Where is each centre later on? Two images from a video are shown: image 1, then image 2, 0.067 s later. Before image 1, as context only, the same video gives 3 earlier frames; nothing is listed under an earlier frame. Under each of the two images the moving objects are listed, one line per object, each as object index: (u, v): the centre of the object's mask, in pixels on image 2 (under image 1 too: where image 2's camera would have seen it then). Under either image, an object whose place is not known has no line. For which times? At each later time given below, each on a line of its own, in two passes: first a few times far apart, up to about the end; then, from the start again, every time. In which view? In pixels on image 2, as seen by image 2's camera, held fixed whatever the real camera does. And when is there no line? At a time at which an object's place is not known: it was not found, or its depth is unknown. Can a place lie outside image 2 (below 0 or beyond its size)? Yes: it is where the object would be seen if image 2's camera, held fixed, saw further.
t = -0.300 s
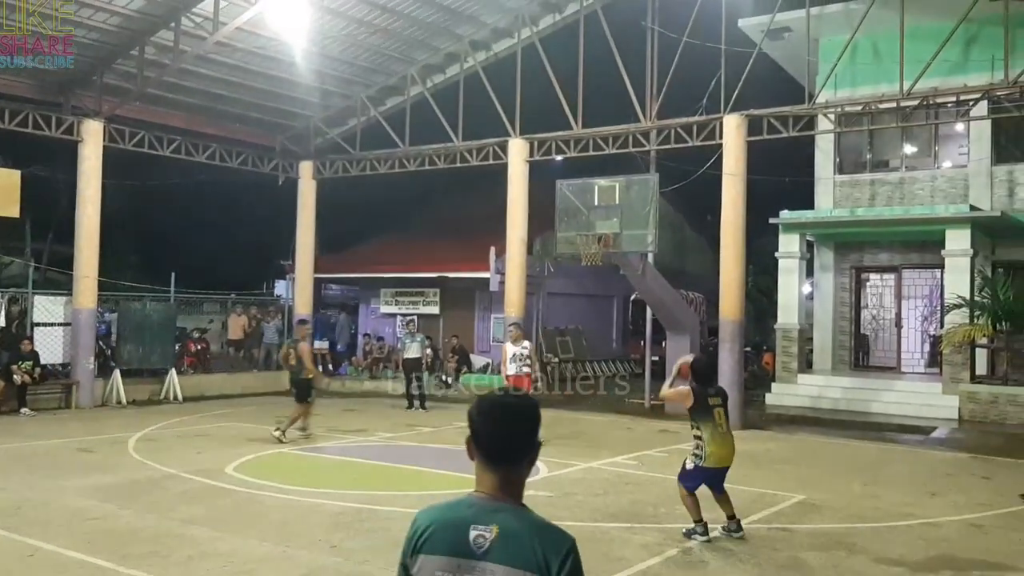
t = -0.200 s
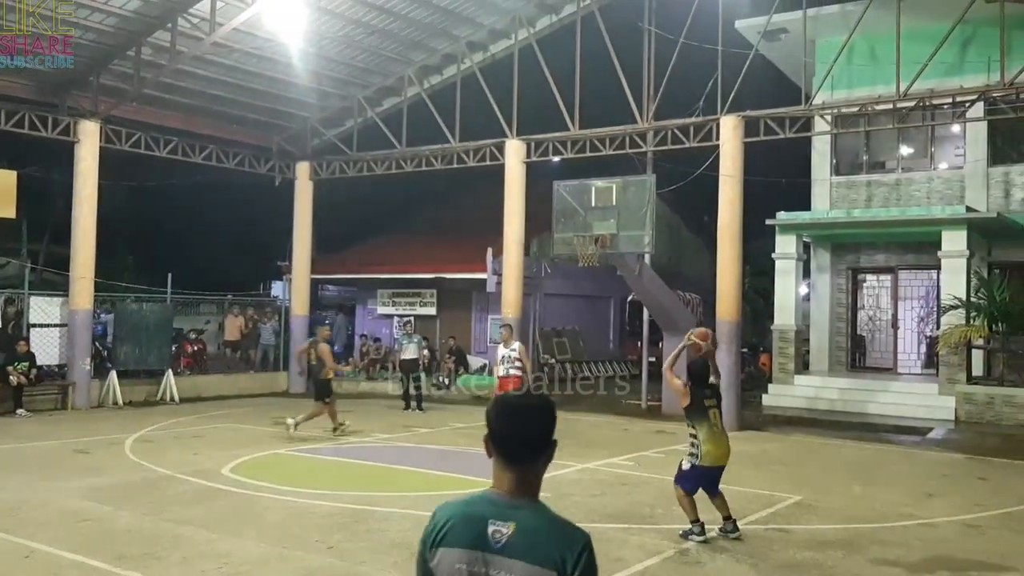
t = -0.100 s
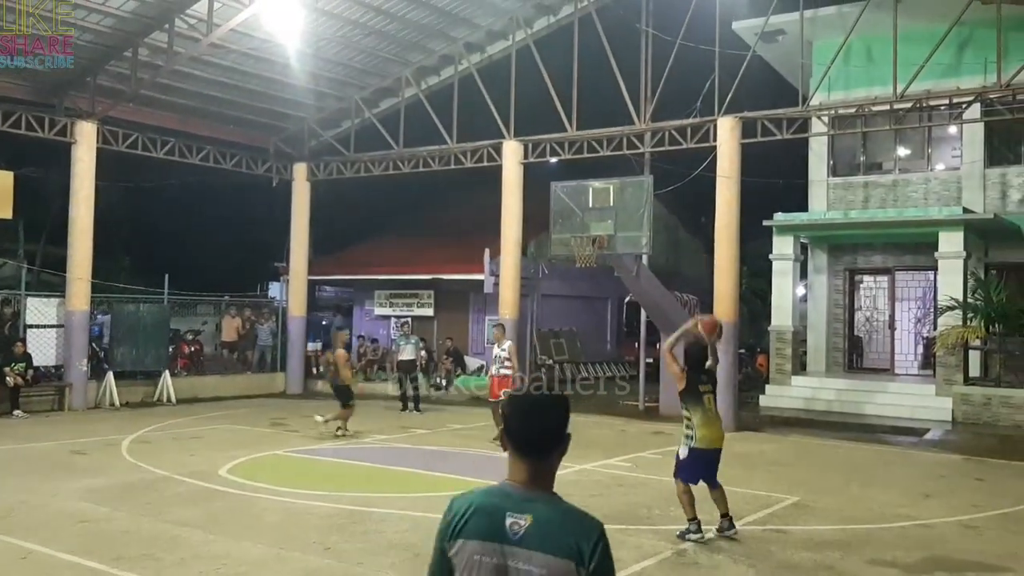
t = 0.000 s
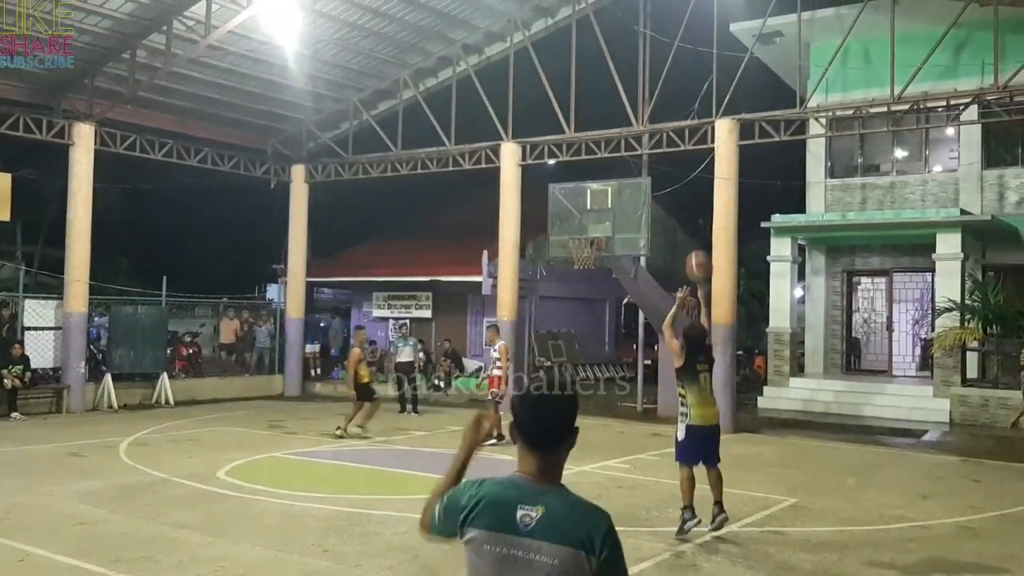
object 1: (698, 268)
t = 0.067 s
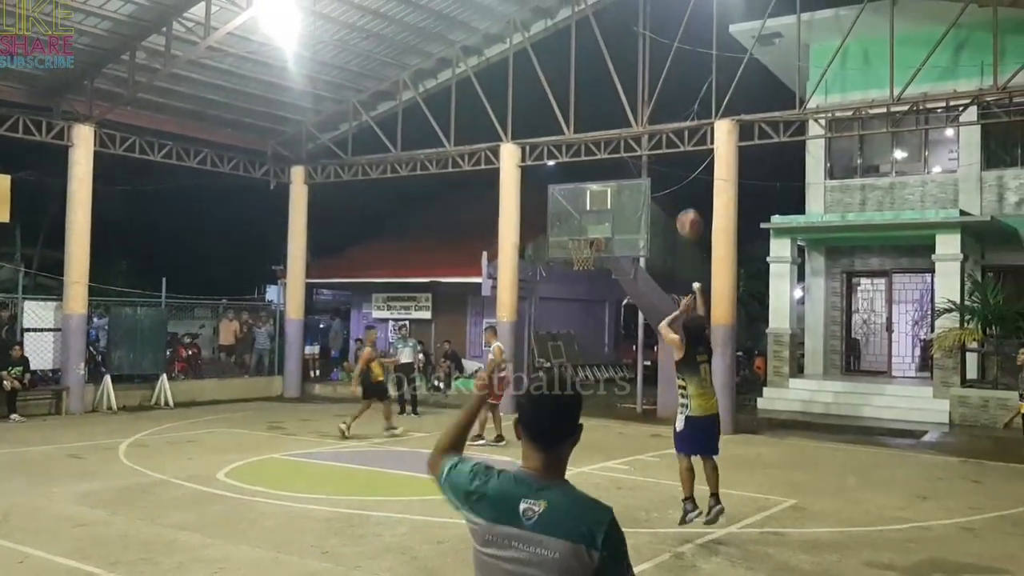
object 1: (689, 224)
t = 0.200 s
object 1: (673, 159)
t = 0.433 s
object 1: (650, 102)
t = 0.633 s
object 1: (633, 97)
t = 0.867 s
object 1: (616, 126)
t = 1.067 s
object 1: (604, 176)
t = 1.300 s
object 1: (599, 220)
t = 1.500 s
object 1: (603, 201)
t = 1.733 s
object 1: (594, 199)
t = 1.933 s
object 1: (587, 224)
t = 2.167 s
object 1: (583, 246)
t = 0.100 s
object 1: (685, 205)
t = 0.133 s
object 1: (680, 188)
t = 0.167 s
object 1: (677, 172)
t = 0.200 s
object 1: (673, 159)
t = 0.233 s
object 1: (669, 147)
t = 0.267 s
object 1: (666, 136)
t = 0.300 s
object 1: (662, 126)
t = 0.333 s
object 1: (659, 119)
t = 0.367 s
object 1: (656, 113)
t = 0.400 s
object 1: (653, 107)
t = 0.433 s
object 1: (650, 102)
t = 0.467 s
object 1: (647, 100)
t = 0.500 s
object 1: (644, 97)
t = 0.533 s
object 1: (641, 96)
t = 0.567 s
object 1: (638, 96)
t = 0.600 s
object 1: (636, 96)
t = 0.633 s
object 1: (633, 97)
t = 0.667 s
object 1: (631, 100)
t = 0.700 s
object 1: (628, 102)
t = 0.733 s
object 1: (625, 106)
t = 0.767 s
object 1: (623, 110)
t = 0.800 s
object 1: (621, 115)
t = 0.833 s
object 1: (619, 120)
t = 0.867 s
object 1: (616, 126)
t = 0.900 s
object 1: (614, 133)
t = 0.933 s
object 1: (612, 142)
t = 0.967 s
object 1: (610, 150)
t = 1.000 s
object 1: (608, 158)
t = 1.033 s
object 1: (606, 167)
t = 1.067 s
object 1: (604, 176)
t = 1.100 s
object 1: (601, 186)
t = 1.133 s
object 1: (600, 198)
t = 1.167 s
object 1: (598, 209)
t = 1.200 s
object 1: (596, 220)
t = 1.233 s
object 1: (596, 232)
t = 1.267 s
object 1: (597, 226)
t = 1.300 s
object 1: (599, 220)
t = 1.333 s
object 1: (600, 215)
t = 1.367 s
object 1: (601, 211)
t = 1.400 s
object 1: (600, 206)
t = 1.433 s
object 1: (603, 205)
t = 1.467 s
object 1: (604, 203)
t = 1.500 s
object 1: (603, 201)
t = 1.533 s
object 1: (602, 198)
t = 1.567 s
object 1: (601, 196)
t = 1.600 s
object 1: (600, 195)
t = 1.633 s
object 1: (599, 195)
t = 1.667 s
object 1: (598, 195)
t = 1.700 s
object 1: (597, 196)
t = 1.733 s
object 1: (594, 199)
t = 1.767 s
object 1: (593, 201)
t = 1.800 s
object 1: (592, 204)
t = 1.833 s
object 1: (591, 207)
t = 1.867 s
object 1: (589, 212)
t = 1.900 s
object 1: (588, 218)
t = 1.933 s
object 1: (587, 224)
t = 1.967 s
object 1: (586, 231)
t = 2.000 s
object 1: (586, 233)
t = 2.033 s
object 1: (586, 234)
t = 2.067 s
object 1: (585, 236)
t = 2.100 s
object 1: (584, 240)
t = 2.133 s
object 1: (585, 244)
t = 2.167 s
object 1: (583, 246)
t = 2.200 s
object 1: (583, 252)
